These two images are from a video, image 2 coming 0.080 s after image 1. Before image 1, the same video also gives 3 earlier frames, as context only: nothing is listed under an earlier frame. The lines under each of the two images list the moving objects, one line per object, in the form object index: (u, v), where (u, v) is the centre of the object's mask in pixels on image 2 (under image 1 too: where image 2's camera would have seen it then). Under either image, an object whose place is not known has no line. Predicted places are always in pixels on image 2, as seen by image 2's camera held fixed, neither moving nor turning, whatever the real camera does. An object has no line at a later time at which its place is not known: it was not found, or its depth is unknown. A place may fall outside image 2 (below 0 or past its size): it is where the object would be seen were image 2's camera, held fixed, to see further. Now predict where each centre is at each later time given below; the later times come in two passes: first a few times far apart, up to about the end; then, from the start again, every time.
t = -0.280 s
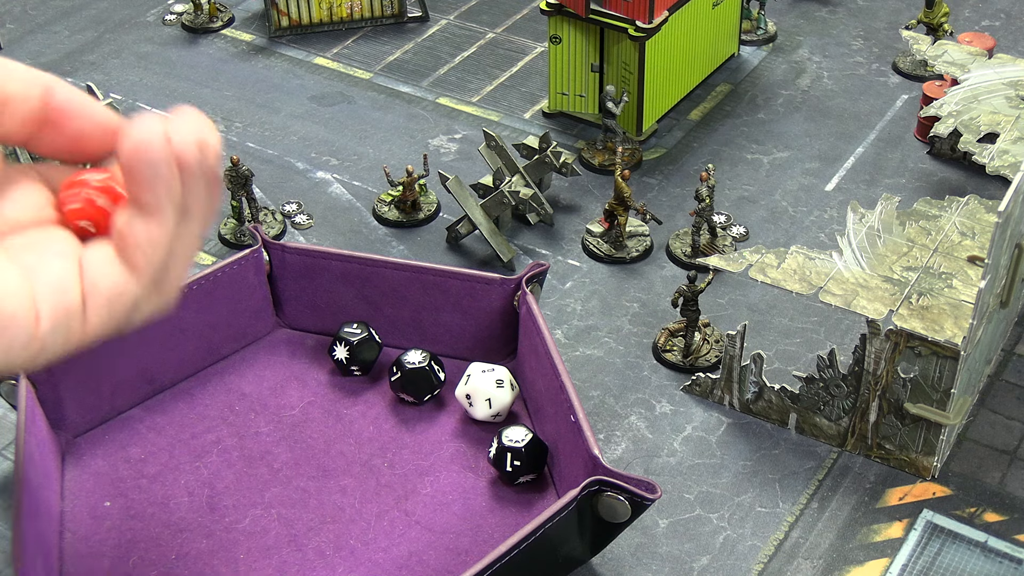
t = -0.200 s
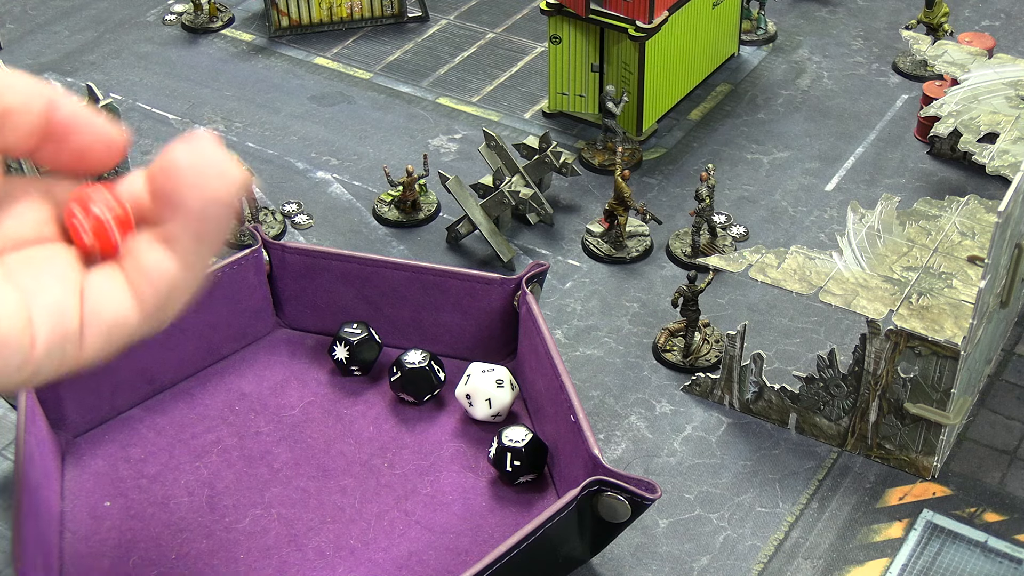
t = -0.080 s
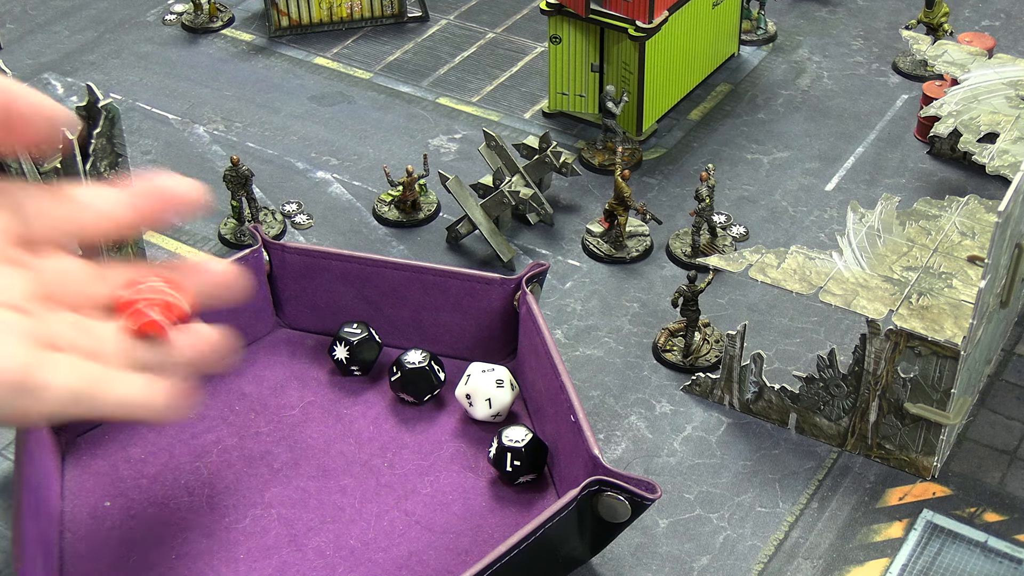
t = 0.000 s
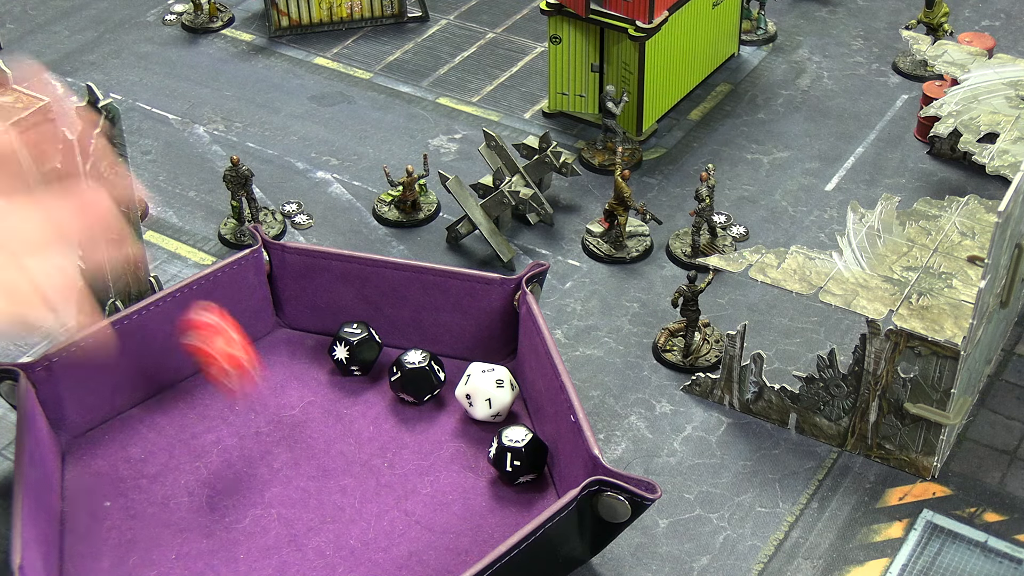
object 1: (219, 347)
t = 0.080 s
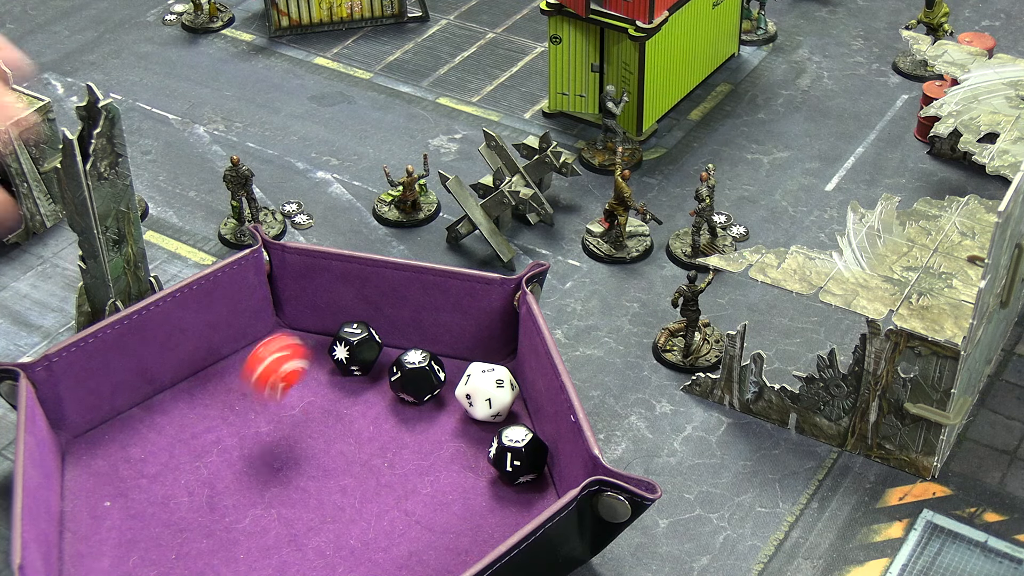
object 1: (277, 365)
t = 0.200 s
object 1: (336, 388)
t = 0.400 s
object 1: (339, 386)
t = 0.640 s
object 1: (339, 387)
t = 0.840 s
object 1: (339, 387)
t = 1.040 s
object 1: (339, 387)
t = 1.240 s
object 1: (339, 386)
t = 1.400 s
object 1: (339, 386)
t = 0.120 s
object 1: (296, 362)
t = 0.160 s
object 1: (321, 386)
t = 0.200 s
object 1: (336, 388)
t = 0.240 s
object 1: (343, 384)
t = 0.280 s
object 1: (341, 384)
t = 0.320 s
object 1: (339, 386)
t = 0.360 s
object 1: (339, 387)
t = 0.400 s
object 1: (339, 386)
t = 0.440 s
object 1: (339, 386)
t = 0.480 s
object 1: (339, 387)
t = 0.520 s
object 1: (339, 387)
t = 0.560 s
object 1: (339, 387)
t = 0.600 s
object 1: (339, 387)
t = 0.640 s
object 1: (339, 387)
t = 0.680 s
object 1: (339, 386)
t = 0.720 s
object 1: (339, 387)
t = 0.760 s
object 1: (339, 387)
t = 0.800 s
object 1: (339, 387)
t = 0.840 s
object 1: (339, 387)
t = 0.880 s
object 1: (339, 387)
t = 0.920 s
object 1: (339, 387)
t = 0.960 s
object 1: (339, 386)
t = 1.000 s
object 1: (339, 387)
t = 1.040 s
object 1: (339, 387)
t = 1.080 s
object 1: (339, 387)
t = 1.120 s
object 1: (339, 387)
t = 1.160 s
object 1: (339, 387)
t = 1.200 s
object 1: (339, 387)
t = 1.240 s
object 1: (339, 386)
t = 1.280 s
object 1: (339, 386)
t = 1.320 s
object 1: (339, 387)
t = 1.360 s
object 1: (339, 387)
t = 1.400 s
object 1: (339, 386)
